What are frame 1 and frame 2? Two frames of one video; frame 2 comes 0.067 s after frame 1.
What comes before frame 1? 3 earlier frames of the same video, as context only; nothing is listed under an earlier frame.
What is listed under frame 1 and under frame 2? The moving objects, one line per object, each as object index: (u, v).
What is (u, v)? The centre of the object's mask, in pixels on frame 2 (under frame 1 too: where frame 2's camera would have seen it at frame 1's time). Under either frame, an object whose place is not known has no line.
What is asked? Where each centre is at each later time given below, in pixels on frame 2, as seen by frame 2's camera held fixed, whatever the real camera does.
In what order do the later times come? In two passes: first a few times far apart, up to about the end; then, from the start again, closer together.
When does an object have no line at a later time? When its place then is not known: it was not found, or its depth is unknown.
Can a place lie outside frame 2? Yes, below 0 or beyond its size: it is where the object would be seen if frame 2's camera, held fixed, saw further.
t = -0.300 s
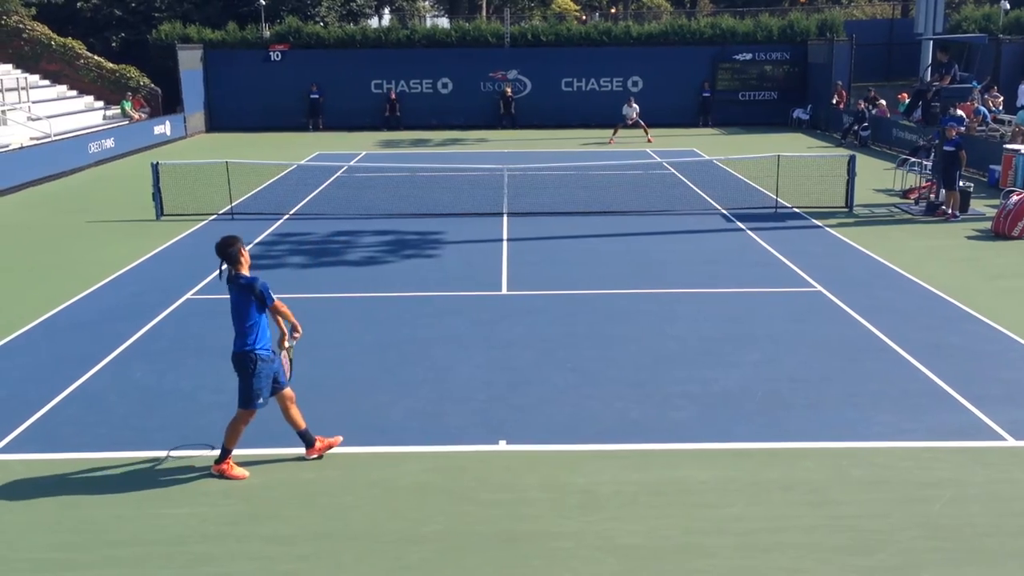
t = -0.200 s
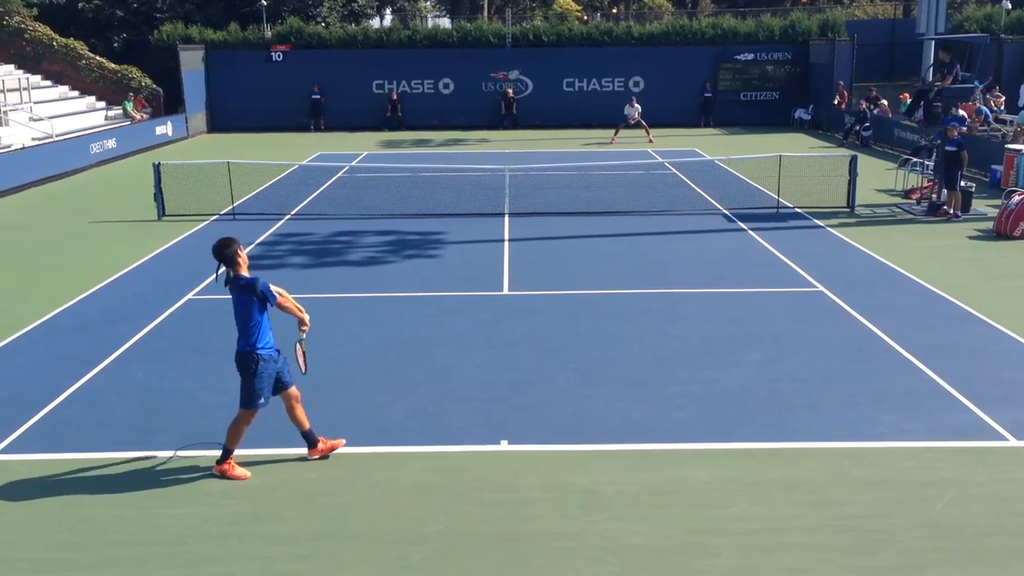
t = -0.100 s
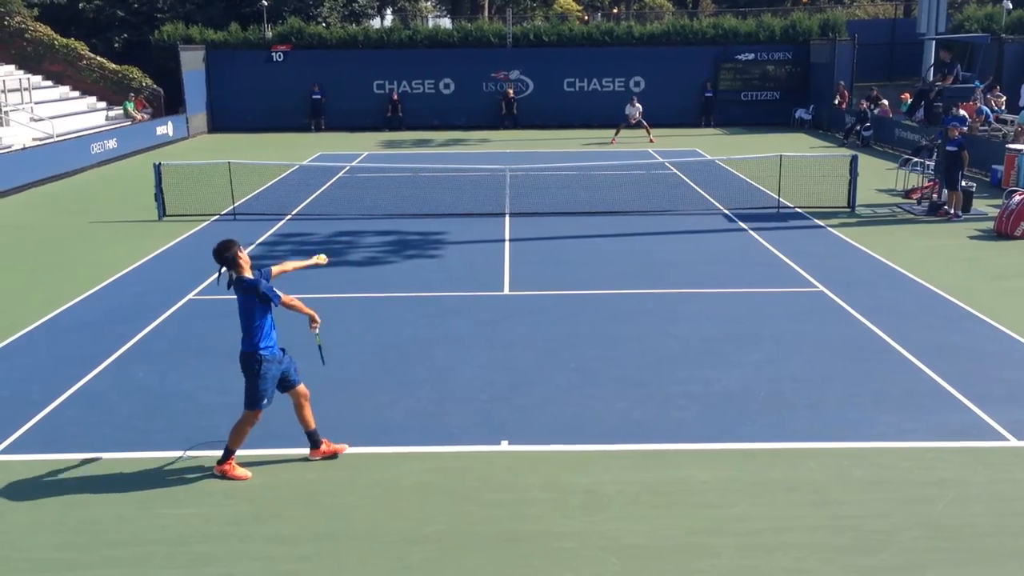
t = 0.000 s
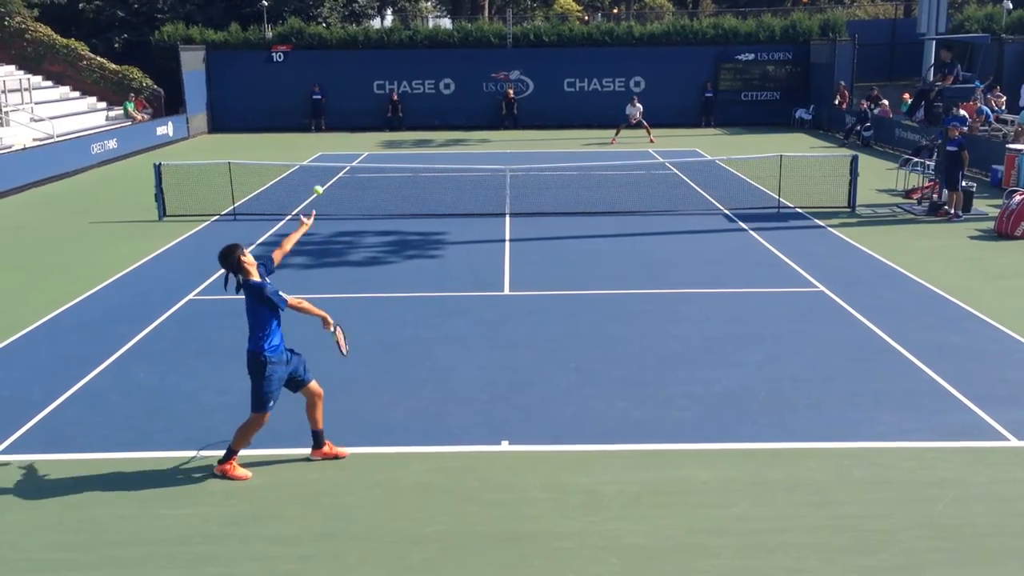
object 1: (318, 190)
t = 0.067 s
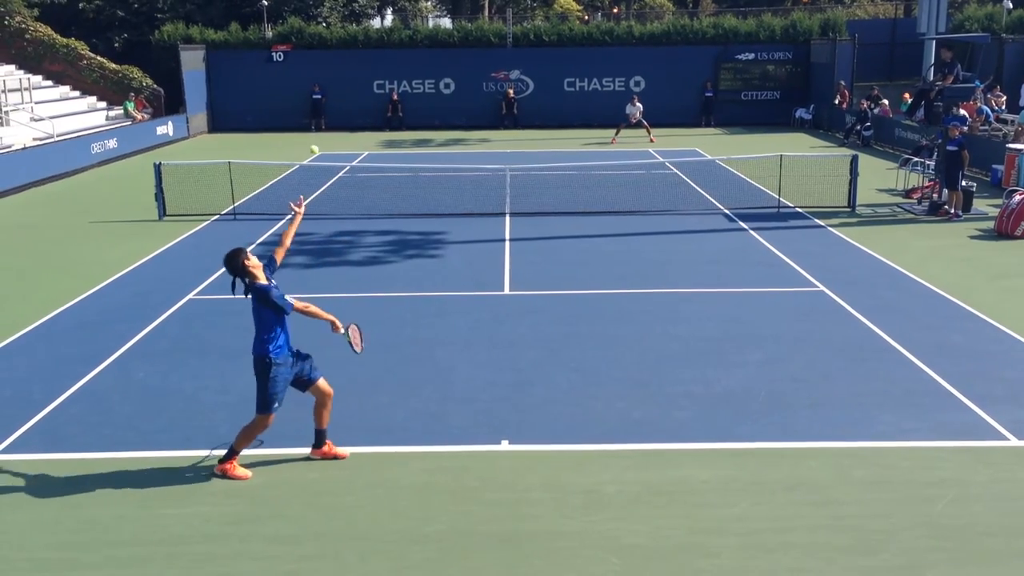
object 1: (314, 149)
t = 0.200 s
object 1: (306, 84)
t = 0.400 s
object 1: (297, 26)
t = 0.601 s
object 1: (290, 20)
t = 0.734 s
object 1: (288, 44)
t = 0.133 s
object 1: (310, 115)
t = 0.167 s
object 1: (308, 99)
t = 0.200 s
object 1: (306, 84)
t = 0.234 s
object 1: (304, 72)
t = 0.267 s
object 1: (303, 60)
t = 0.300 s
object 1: (301, 49)
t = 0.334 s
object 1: (299, 40)
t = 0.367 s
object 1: (298, 33)
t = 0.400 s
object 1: (297, 26)
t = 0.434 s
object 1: (295, 22)
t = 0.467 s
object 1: (294, 19)
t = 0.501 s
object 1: (293, 17)
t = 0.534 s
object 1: (292, 16)
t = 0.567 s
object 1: (291, 17)
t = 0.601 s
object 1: (290, 20)
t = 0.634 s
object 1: (289, 24)
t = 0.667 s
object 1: (289, 29)
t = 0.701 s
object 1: (288, 36)
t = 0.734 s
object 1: (288, 44)
